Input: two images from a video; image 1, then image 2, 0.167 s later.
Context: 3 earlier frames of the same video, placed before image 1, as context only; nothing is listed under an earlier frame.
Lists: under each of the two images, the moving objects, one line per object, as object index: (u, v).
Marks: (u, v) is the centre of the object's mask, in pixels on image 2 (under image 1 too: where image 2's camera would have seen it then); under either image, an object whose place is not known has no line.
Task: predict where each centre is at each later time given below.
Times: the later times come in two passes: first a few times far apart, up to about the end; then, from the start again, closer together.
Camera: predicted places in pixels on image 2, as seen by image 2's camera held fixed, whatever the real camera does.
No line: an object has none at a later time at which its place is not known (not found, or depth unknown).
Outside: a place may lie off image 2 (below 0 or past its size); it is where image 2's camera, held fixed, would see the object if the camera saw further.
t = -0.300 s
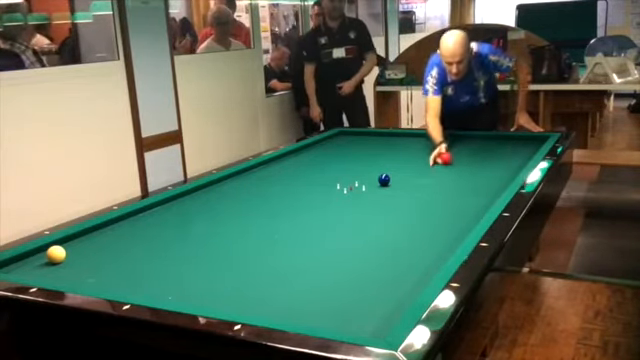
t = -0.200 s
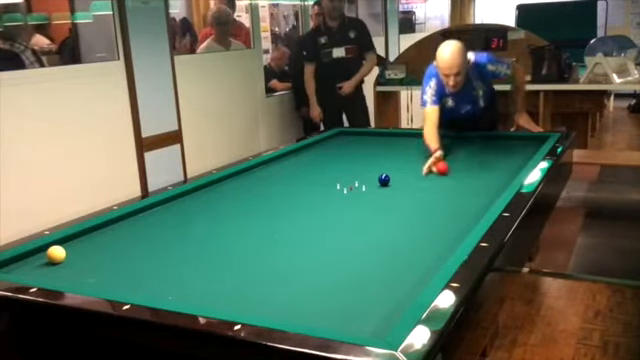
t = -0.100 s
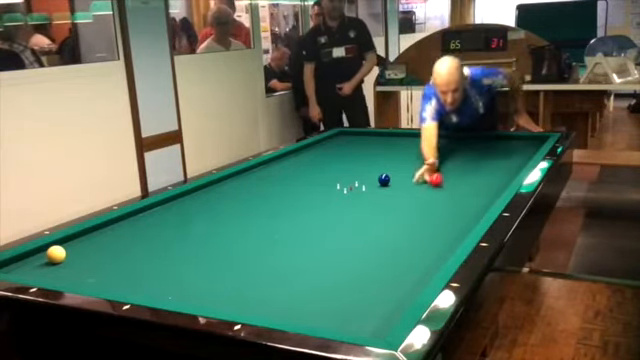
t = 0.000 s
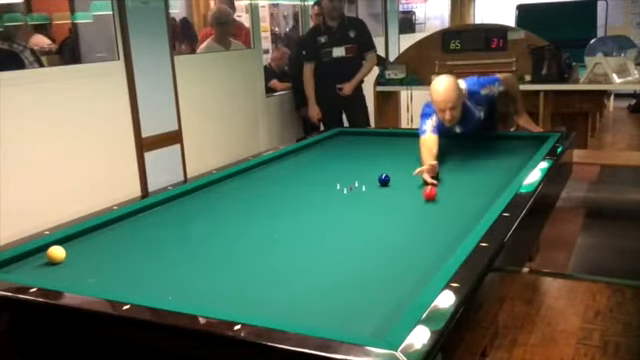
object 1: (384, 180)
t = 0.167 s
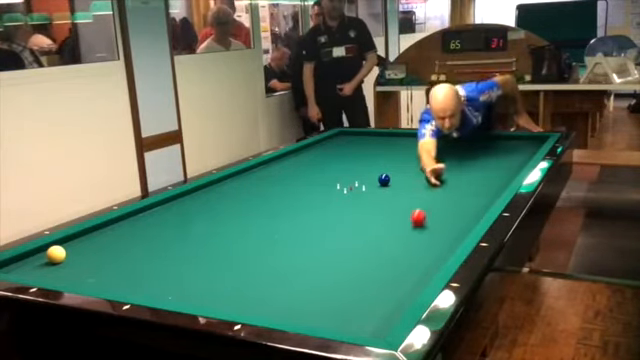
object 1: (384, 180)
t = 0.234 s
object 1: (384, 180)
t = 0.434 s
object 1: (384, 180)
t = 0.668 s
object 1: (384, 180)
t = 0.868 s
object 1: (384, 180)
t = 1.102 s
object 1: (384, 180)
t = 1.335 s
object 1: (384, 180)
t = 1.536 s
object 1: (384, 180)
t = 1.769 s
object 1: (384, 180)
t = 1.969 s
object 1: (384, 180)
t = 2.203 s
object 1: (384, 180)
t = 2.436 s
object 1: (384, 180)
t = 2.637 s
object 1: (384, 180)
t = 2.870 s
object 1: (384, 180)
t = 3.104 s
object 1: (384, 180)
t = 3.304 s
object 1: (384, 180)
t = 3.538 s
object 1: (384, 180)
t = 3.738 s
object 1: (384, 180)
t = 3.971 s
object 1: (384, 180)
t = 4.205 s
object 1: (384, 180)
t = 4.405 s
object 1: (384, 180)
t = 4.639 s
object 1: (384, 180)
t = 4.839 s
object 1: (384, 180)
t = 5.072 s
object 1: (384, 180)
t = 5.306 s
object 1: (384, 180)
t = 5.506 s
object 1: (384, 180)
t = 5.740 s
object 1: (384, 180)
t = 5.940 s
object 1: (384, 180)
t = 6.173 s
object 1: (384, 180)
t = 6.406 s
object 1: (384, 180)
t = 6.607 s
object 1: (384, 180)
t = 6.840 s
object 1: (384, 180)
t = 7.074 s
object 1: (384, 180)
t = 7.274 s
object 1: (383, 180)
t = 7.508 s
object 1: (378, 182)
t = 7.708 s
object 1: (373, 183)
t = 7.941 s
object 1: (367, 184)
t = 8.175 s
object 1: (361, 186)
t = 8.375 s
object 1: (357, 187)
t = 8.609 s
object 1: (352, 188)
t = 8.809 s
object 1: (348, 190)
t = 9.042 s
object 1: (344, 191)
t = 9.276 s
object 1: (340, 192)
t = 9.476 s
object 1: (337, 192)
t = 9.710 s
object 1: (333, 193)
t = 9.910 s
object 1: (331, 194)
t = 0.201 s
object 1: (384, 180)
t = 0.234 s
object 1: (384, 180)
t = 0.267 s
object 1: (384, 180)
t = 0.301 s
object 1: (384, 180)
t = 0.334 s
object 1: (384, 180)
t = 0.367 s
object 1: (384, 180)
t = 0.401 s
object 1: (384, 180)
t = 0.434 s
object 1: (384, 180)
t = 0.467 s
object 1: (384, 180)
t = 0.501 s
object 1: (384, 180)
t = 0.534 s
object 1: (384, 180)
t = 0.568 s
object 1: (384, 180)
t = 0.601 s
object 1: (384, 180)
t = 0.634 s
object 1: (384, 180)
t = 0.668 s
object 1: (384, 180)
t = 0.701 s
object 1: (384, 180)
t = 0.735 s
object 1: (384, 180)
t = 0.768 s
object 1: (384, 180)
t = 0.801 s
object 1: (384, 180)
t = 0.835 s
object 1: (384, 180)
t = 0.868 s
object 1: (384, 180)
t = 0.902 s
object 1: (384, 180)
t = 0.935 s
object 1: (384, 180)
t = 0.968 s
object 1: (384, 180)
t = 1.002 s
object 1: (384, 180)
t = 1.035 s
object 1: (384, 180)
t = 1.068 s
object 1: (384, 180)
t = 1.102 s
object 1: (384, 180)
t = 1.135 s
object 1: (384, 180)
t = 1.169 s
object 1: (384, 180)
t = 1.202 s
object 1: (384, 180)
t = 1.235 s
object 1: (384, 180)
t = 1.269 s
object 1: (384, 180)
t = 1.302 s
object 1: (384, 180)
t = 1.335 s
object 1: (384, 180)
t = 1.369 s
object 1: (384, 180)
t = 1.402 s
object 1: (384, 180)
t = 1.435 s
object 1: (384, 180)
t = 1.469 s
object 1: (384, 180)
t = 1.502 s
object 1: (384, 180)
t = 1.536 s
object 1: (384, 180)
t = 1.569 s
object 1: (384, 180)
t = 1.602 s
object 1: (384, 180)
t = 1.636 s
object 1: (384, 180)
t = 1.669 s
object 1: (384, 180)
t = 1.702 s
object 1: (384, 180)
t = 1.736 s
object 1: (384, 180)
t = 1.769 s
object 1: (384, 180)
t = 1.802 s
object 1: (384, 180)
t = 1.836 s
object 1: (384, 180)
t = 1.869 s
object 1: (384, 180)
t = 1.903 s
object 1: (384, 180)
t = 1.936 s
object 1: (384, 180)
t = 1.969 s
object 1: (384, 180)
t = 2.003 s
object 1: (384, 180)
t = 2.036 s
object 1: (384, 180)
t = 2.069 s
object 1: (384, 180)
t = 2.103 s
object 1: (384, 180)
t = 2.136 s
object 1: (384, 180)
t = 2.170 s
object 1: (384, 180)
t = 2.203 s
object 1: (384, 180)
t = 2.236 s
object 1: (384, 180)
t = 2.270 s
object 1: (384, 180)
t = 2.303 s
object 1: (384, 180)
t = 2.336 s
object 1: (384, 180)
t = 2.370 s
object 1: (384, 180)
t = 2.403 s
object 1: (384, 180)
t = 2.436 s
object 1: (384, 180)
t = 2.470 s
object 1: (384, 180)
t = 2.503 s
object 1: (384, 180)
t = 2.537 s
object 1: (384, 180)
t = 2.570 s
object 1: (384, 180)
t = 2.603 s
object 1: (384, 180)
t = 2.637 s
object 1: (384, 180)
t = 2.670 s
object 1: (384, 180)
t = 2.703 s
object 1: (384, 180)
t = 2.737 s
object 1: (384, 180)
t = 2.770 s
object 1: (384, 180)
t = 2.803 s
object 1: (384, 180)
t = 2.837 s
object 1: (384, 180)
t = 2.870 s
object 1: (384, 180)
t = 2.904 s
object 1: (384, 180)
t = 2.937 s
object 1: (384, 180)
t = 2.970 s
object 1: (384, 180)
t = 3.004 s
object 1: (384, 180)
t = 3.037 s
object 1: (384, 180)
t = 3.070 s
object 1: (384, 180)
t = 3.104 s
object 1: (384, 180)
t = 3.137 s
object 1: (384, 180)
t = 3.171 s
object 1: (384, 180)
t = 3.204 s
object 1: (384, 180)
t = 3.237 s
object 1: (384, 180)
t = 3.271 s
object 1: (384, 180)
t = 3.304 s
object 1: (384, 180)
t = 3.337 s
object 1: (384, 180)
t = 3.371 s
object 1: (384, 180)
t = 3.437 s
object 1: (384, 180)
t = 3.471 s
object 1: (384, 180)
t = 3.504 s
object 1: (384, 180)
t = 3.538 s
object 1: (384, 180)
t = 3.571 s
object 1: (384, 180)
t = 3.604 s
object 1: (384, 180)
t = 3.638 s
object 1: (384, 180)
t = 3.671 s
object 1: (384, 180)
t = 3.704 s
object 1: (384, 180)
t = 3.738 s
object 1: (384, 180)
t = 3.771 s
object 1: (384, 180)
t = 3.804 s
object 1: (384, 180)
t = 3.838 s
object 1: (384, 180)
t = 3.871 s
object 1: (384, 180)
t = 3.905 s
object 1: (384, 180)
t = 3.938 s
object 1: (384, 180)
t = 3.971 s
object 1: (384, 180)
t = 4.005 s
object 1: (384, 180)
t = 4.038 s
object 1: (384, 180)
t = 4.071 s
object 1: (384, 180)
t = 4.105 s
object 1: (384, 180)
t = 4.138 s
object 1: (384, 180)
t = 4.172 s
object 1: (384, 180)
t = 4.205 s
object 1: (384, 180)
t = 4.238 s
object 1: (384, 180)
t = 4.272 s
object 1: (384, 180)
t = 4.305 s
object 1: (384, 180)
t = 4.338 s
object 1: (384, 180)
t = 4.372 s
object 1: (384, 180)
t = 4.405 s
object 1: (384, 180)
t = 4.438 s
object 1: (384, 180)
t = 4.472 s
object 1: (384, 180)
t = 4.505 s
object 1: (384, 180)
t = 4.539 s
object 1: (384, 180)
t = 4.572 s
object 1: (384, 180)
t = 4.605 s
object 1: (384, 180)
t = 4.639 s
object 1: (384, 180)
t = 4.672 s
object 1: (384, 180)
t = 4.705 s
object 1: (384, 180)
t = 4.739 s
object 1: (384, 180)
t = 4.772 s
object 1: (384, 180)
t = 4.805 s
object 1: (384, 180)
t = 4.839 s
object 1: (384, 180)
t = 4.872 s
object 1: (384, 180)
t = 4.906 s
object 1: (384, 180)
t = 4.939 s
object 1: (384, 180)
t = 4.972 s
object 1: (384, 180)
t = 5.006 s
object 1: (384, 180)
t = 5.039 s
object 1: (384, 180)
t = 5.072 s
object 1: (384, 180)
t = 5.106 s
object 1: (384, 180)
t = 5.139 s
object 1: (384, 180)
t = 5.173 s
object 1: (384, 180)
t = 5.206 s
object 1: (384, 180)
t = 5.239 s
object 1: (384, 180)
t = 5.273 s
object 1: (384, 180)
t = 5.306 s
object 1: (384, 180)
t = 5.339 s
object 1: (384, 180)
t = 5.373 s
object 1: (384, 180)
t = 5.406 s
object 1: (384, 180)
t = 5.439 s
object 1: (384, 180)
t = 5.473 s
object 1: (384, 180)
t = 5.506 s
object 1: (384, 180)
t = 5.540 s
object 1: (384, 180)
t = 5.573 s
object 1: (384, 180)
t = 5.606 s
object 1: (384, 180)
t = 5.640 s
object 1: (384, 180)
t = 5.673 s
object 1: (384, 180)
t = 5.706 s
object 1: (384, 180)
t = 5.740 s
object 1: (384, 180)
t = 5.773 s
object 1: (384, 180)
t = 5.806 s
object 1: (384, 180)
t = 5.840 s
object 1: (384, 180)
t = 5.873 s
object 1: (384, 180)
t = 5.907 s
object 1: (384, 180)
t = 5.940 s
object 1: (384, 180)
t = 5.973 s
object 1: (384, 180)
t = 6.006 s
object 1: (384, 180)
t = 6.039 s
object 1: (384, 180)
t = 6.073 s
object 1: (384, 180)
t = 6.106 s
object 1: (384, 180)
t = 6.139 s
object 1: (384, 180)
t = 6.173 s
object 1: (384, 180)
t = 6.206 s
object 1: (384, 180)
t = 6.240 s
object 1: (384, 180)
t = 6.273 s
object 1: (384, 180)
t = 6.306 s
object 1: (384, 180)
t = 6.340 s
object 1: (384, 180)
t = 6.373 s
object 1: (384, 180)
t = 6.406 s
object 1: (384, 180)
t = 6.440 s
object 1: (384, 180)
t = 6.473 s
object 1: (384, 180)
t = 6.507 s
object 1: (384, 180)
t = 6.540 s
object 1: (384, 180)
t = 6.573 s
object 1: (384, 180)
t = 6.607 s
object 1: (384, 180)
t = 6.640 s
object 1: (384, 180)
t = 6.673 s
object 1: (384, 180)
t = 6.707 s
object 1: (384, 180)
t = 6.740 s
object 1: (384, 180)
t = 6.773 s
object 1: (384, 180)
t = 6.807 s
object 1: (384, 180)
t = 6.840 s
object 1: (384, 180)
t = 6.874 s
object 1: (384, 180)
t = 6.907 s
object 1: (384, 180)
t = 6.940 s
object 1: (384, 180)
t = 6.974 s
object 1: (384, 180)
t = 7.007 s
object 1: (384, 180)
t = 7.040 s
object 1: (384, 180)
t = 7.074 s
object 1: (384, 180)
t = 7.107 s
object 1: (384, 180)
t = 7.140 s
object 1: (384, 180)
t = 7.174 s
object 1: (384, 180)
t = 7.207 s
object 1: (384, 180)
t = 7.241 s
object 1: (383, 180)
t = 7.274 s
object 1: (383, 180)
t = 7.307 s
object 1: (383, 180)
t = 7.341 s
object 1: (382, 180)
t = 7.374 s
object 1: (381, 181)
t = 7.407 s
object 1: (380, 181)
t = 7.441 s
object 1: (380, 181)
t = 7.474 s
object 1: (379, 181)
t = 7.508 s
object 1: (378, 182)
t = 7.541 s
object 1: (377, 182)
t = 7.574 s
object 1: (376, 182)
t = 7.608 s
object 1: (375, 182)
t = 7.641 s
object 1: (374, 182)
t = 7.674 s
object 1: (373, 183)
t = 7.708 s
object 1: (373, 183)
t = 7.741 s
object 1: (372, 183)
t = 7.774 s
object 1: (371, 183)
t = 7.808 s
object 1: (370, 184)
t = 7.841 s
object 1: (369, 184)
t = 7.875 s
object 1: (369, 184)
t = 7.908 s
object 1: (368, 184)
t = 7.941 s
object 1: (367, 184)
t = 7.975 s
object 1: (366, 185)
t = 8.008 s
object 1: (365, 185)
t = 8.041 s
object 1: (364, 185)
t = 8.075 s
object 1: (364, 185)
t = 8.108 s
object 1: (363, 185)
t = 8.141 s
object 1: (362, 186)
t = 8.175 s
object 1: (361, 186)
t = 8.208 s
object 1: (361, 186)
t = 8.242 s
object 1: (360, 187)
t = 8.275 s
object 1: (359, 187)
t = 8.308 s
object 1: (359, 187)
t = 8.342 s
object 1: (358, 187)
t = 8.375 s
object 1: (357, 187)
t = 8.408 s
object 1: (356, 187)
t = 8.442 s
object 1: (356, 188)
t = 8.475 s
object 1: (355, 188)
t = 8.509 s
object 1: (354, 188)
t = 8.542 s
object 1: (353, 188)
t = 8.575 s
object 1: (353, 188)
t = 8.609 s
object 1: (352, 188)
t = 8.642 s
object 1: (351, 189)
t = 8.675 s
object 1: (351, 189)
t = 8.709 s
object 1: (350, 189)
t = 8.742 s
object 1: (349, 189)
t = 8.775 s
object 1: (349, 190)
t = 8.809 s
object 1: (348, 190)
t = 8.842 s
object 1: (348, 190)
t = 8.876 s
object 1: (347, 190)
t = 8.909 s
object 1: (347, 190)
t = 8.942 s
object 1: (346, 190)
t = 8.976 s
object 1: (345, 190)
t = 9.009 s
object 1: (345, 190)
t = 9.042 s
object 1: (344, 191)
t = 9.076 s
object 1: (343, 191)
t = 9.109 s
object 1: (343, 191)
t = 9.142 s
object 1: (342, 191)
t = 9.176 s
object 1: (341, 191)
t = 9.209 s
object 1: (341, 191)
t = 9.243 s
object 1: (340, 192)
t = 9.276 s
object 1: (340, 192)
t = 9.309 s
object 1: (339, 192)
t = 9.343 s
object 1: (339, 192)
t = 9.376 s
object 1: (338, 192)
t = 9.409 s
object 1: (338, 192)
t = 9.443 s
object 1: (337, 192)
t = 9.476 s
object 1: (337, 192)
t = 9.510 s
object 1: (336, 193)
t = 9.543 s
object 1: (336, 193)
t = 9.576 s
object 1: (335, 193)
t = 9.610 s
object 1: (335, 193)
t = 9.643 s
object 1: (334, 193)
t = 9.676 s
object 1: (334, 193)
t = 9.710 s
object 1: (333, 193)
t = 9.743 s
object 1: (333, 193)
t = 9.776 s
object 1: (332, 193)
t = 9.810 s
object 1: (332, 194)
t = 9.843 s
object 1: (332, 193)
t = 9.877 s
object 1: (331, 194)
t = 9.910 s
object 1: (331, 194)
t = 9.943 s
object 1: (331, 194)
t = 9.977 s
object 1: (330, 194)
